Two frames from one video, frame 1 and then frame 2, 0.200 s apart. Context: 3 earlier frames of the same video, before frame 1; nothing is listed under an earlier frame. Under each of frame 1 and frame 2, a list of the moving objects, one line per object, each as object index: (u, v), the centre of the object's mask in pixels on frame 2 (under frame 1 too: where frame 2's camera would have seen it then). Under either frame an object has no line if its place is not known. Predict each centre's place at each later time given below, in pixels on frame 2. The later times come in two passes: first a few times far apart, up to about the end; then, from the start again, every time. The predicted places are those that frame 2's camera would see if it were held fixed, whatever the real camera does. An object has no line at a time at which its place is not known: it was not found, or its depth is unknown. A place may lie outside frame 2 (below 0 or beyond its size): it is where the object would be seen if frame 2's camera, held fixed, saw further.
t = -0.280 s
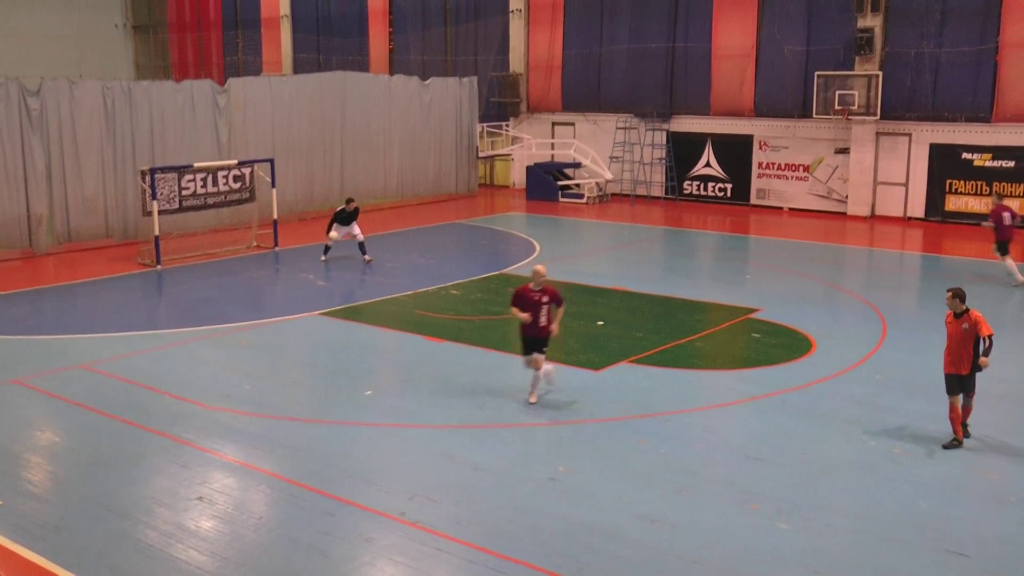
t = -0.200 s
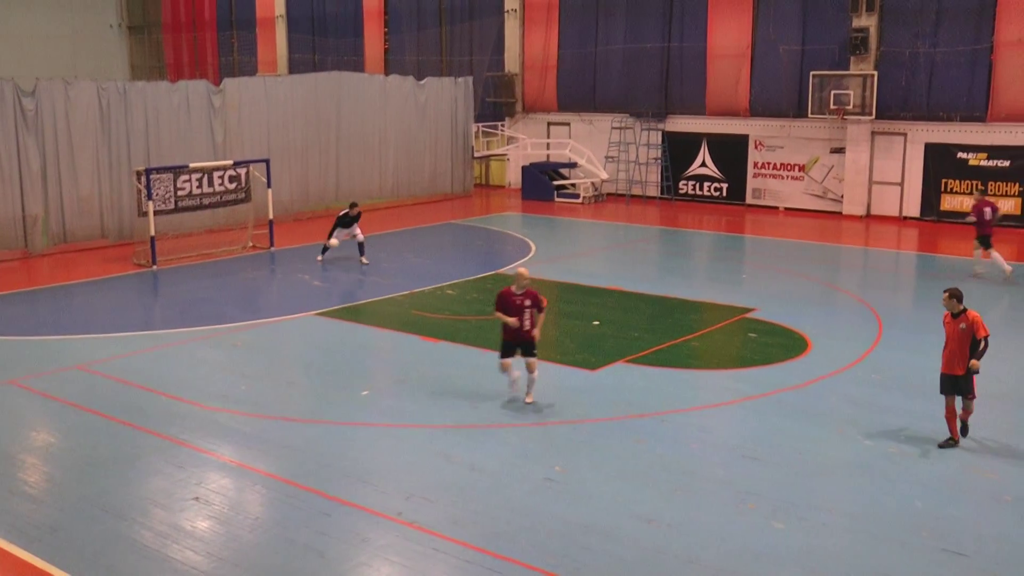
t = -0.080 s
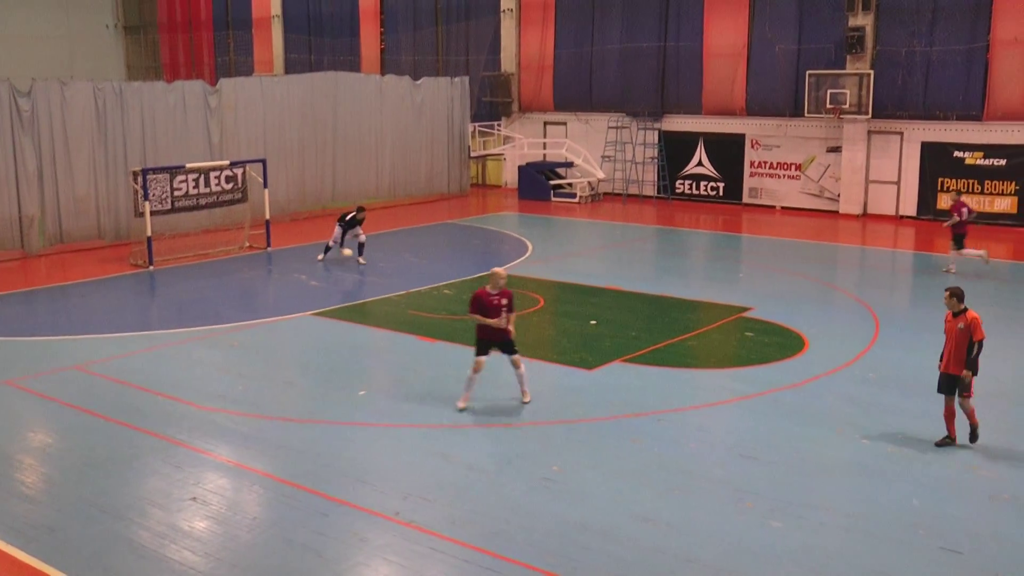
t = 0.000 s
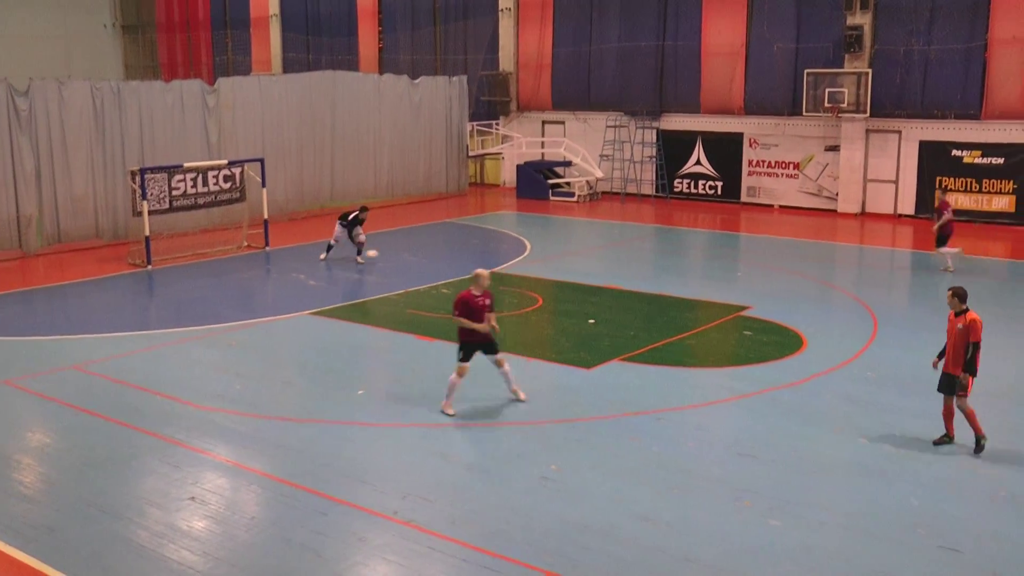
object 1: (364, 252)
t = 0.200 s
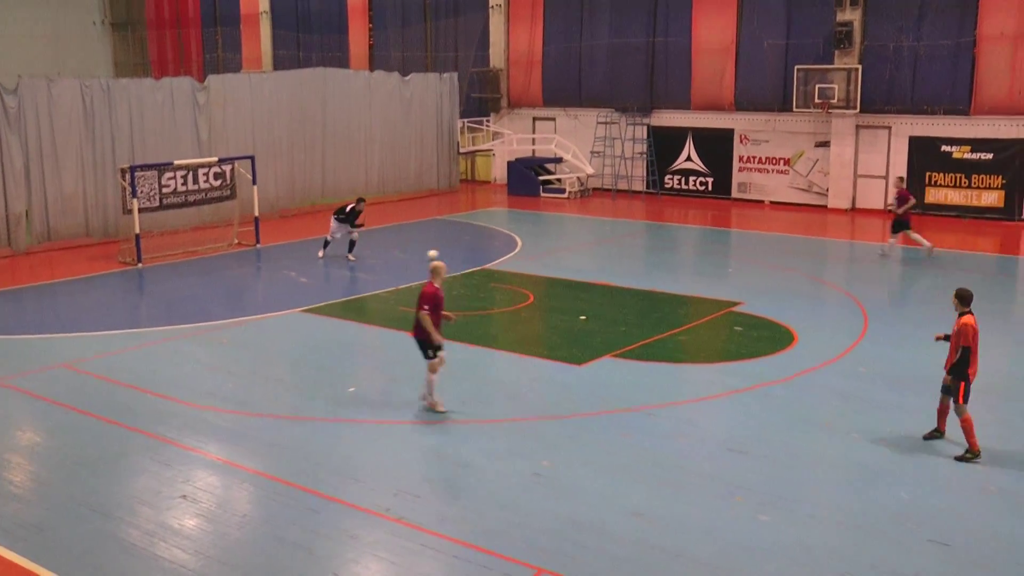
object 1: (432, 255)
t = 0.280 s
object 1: (457, 256)
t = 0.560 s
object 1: (531, 253)
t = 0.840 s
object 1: (604, 250)
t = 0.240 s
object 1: (445, 255)
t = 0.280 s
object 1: (457, 256)
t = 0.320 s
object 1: (468, 256)
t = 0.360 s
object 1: (479, 255)
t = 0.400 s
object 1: (490, 255)
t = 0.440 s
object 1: (500, 254)
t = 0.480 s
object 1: (510, 255)
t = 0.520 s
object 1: (521, 255)
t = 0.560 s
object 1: (531, 253)
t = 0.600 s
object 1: (541, 253)
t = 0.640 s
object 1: (552, 252)
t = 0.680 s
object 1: (562, 251)
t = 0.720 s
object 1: (572, 249)
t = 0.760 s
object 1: (583, 248)
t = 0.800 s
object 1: (593, 249)
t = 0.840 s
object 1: (604, 250)
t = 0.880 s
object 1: (614, 249)
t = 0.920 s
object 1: (624, 248)
